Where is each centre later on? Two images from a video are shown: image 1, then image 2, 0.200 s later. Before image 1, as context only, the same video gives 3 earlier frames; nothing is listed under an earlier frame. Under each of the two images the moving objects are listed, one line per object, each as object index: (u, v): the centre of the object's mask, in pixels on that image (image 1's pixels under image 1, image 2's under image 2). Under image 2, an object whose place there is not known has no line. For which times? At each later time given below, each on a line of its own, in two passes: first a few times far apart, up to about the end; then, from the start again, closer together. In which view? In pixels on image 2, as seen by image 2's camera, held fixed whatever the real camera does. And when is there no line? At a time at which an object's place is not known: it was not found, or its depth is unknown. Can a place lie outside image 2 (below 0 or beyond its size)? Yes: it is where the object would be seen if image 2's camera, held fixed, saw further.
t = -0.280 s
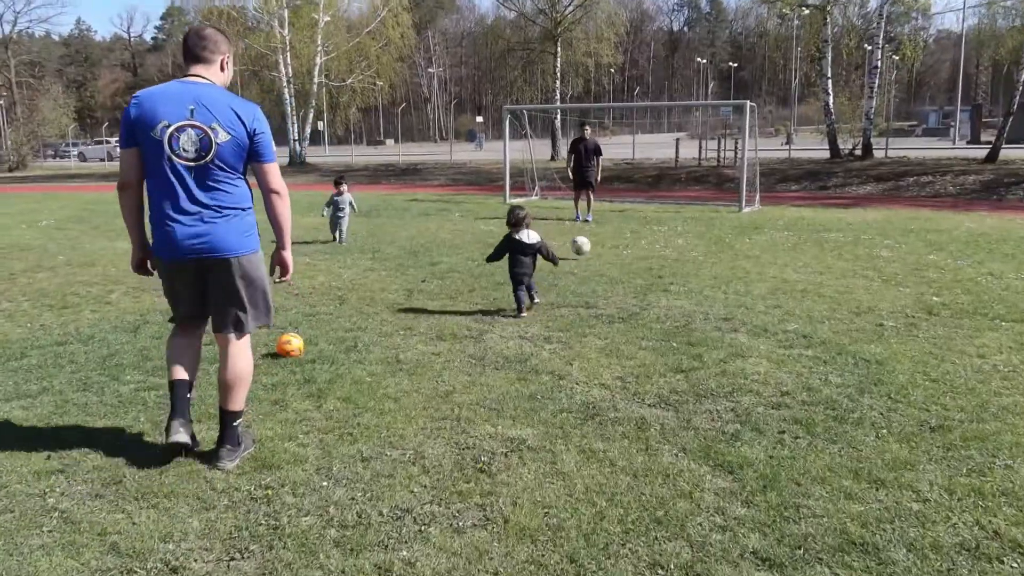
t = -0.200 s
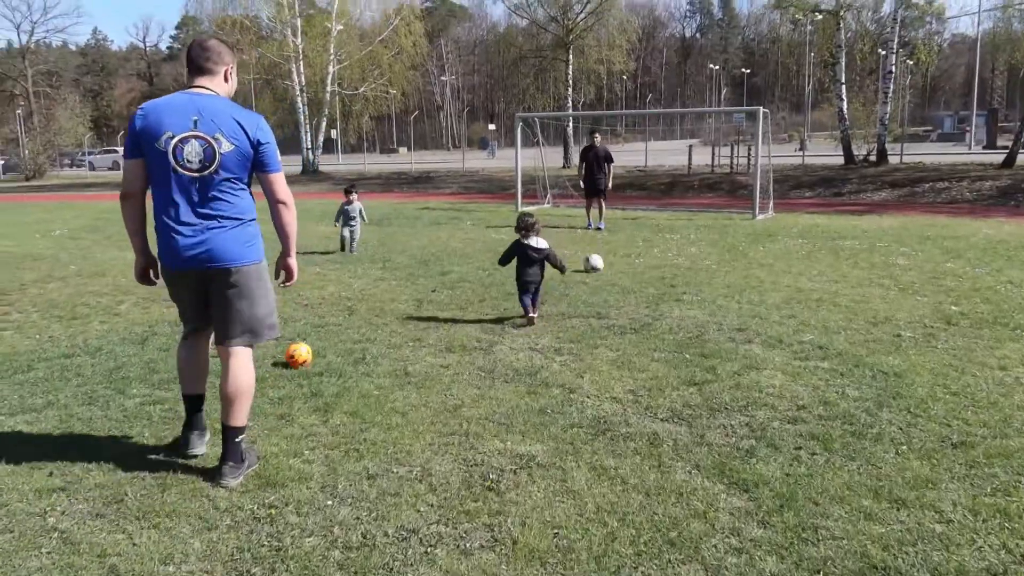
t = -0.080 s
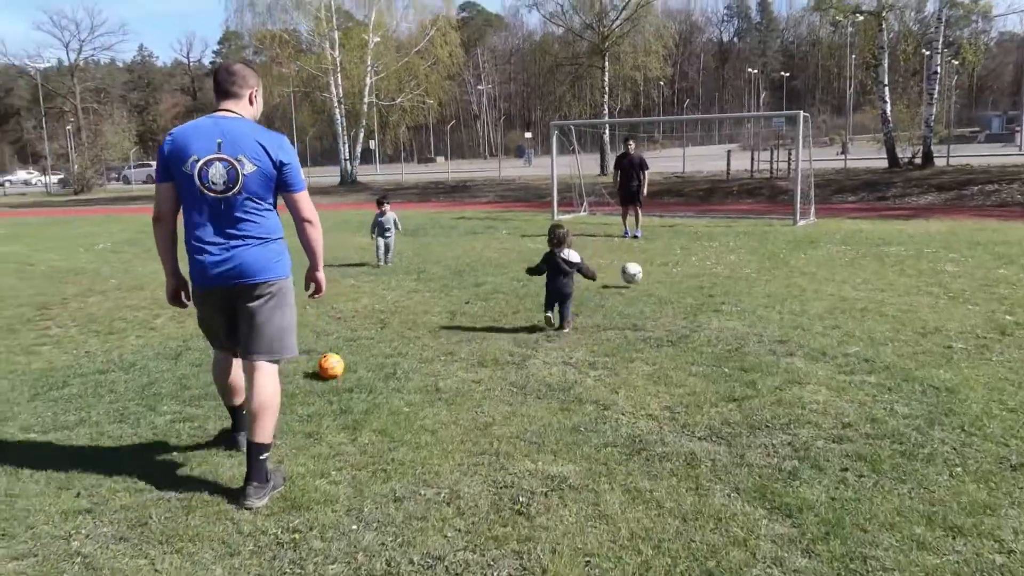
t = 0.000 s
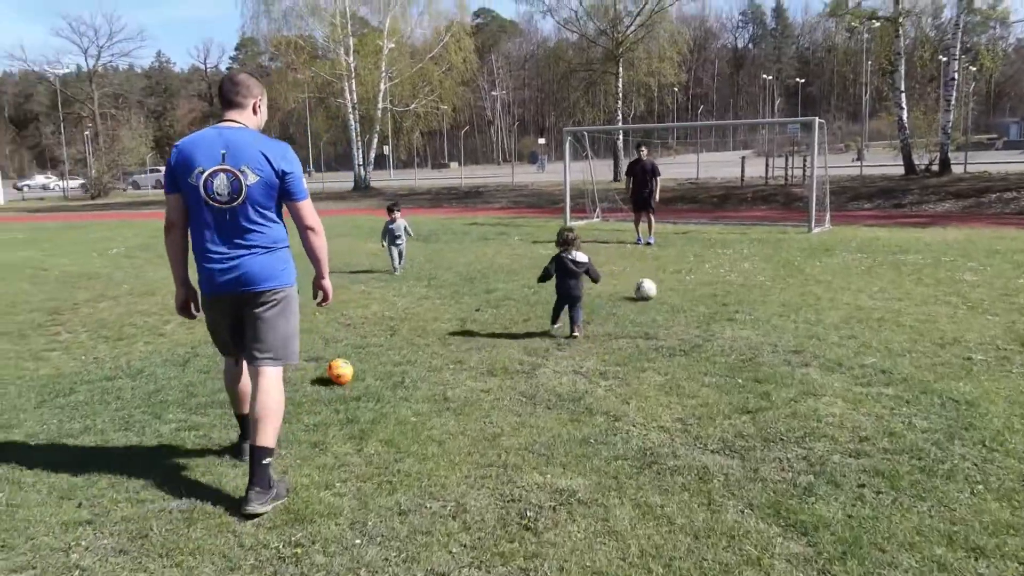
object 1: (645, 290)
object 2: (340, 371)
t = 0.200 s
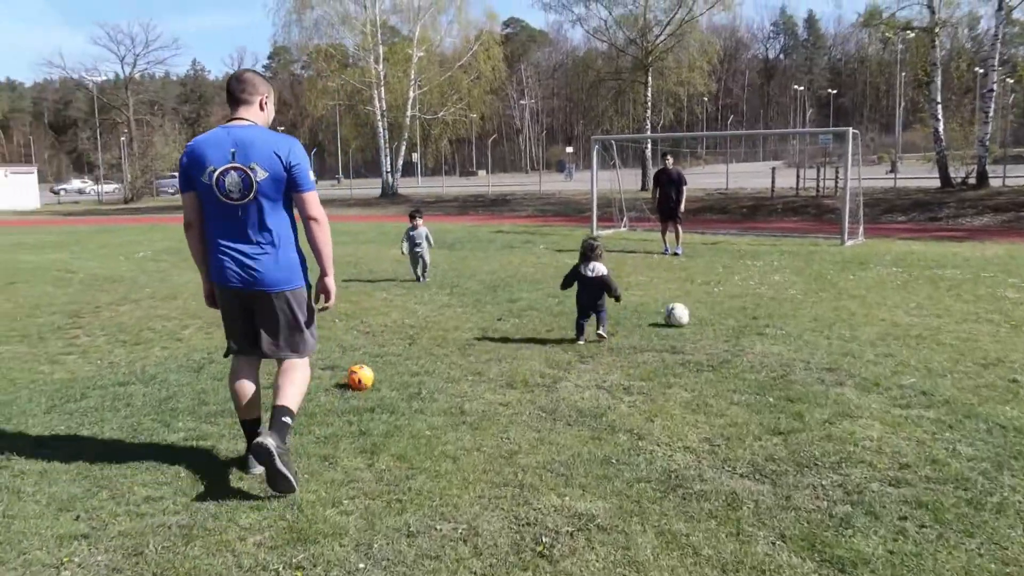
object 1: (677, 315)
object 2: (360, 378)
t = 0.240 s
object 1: (677, 317)
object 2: (361, 376)
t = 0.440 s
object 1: (680, 329)
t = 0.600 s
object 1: (685, 340)
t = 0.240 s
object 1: (677, 317)
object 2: (361, 376)
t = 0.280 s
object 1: (678, 319)
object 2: (362, 376)
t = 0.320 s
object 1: (679, 323)
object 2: (363, 375)
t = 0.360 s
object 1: (679, 328)
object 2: (364, 375)
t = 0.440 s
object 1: (680, 329)
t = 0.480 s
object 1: (681, 333)
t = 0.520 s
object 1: (682, 337)
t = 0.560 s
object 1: (683, 338)
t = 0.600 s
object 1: (685, 340)
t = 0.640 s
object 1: (686, 344)
